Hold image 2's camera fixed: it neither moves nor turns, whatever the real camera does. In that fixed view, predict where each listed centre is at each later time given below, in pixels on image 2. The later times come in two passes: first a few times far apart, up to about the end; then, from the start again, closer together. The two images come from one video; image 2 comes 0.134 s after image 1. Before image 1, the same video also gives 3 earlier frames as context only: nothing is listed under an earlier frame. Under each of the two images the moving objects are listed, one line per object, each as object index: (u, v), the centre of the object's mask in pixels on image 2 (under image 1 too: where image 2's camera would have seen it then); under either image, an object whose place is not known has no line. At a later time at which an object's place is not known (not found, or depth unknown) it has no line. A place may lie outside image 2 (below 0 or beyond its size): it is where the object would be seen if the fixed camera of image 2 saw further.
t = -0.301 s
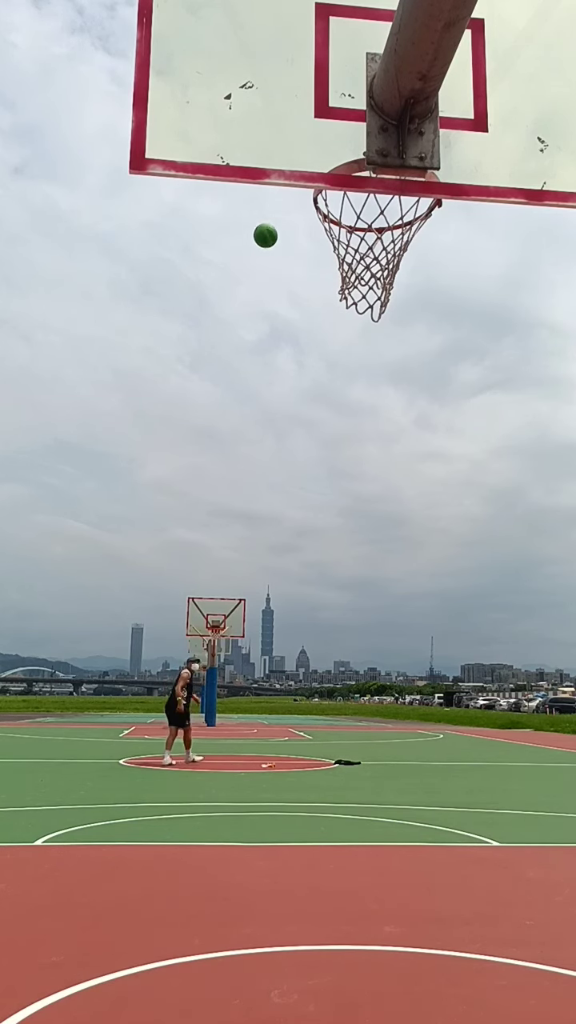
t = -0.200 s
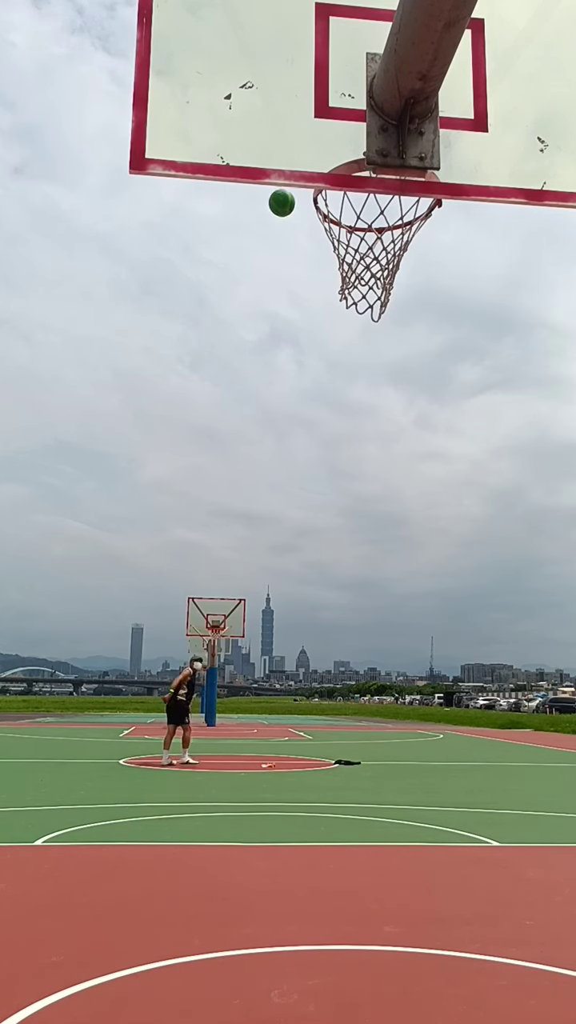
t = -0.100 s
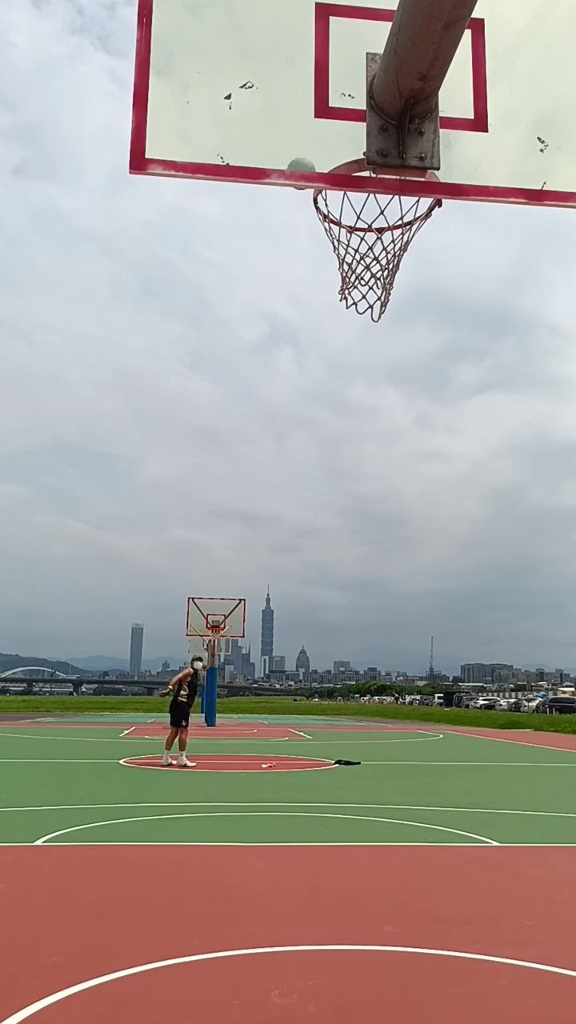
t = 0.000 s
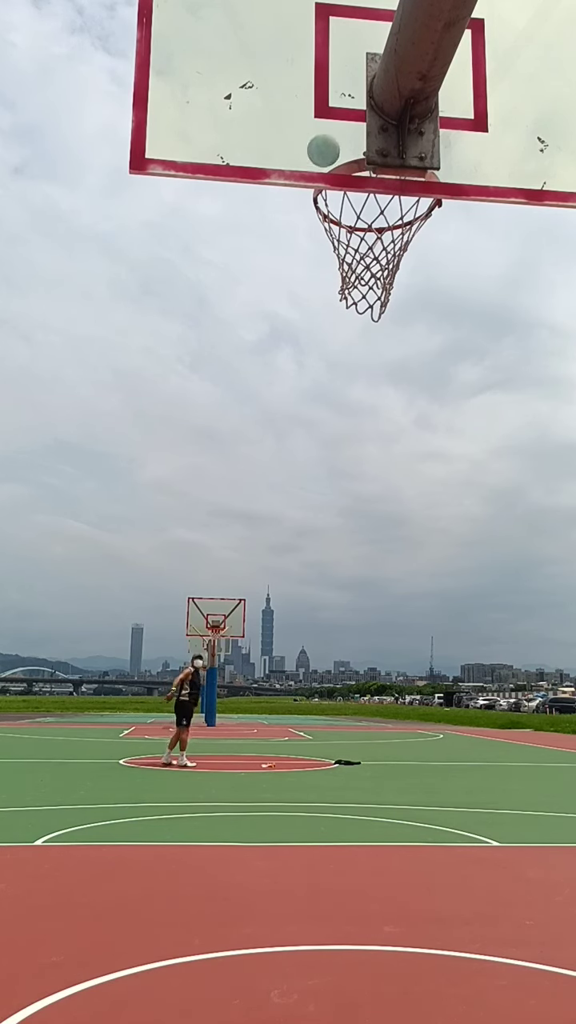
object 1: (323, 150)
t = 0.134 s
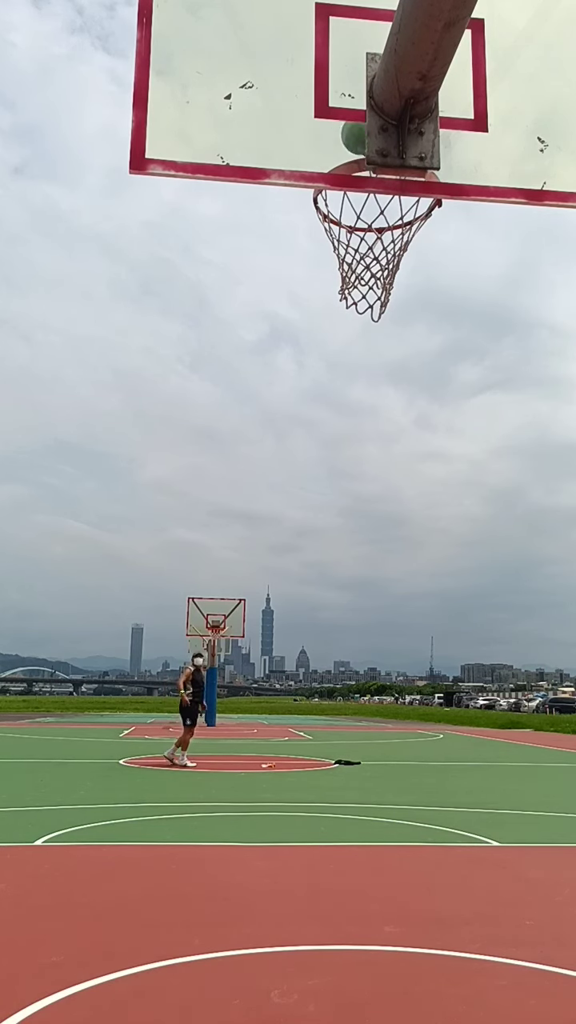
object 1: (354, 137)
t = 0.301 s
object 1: (449, 151)
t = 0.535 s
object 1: (475, 446)
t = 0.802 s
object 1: (419, 906)
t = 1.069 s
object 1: (374, 612)
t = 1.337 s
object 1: (347, 524)
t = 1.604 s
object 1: (326, 537)
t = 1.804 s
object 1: (314, 588)
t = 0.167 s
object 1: (359, 136)
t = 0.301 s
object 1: (449, 151)
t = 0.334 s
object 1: (460, 157)
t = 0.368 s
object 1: (479, 166)
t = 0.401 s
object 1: (508, 187)
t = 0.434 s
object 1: (507, 247)
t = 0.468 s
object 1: (495, 316)
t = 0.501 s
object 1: (485, 383)
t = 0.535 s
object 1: (475, 446)
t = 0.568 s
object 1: (466, 508)
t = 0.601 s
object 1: (457, 570)
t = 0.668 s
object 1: (443, 687)
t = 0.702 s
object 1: (436, 745)
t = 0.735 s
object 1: (430, 802)
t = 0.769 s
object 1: (425, 859)
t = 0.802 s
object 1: (419, 906)
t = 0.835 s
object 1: (412, 851)
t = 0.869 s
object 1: (405, 802)
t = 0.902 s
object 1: (399, 759)
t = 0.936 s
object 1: (394, 720)
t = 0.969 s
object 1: (388, 687)
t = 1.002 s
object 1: (383, 659)
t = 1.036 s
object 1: (379, 633)
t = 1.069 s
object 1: (374, 612)
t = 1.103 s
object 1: (370, 593)
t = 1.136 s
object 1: (366, 576)
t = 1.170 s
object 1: (363, 563)
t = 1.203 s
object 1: (359, 552)
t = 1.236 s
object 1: (356, 543)
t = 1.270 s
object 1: (353, 534)
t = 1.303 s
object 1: (350, 529)
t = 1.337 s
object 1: (347, 524)
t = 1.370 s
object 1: (344, 522)
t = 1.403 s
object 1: (341, 520)
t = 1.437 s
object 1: (338, 520)
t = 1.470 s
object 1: (336, 521)
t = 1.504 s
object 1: (333, 524)
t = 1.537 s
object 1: (331, 527)
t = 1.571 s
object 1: (328, 532)
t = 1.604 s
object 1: (326, 537)
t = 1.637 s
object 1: (324, 544)
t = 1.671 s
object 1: (322, 551)
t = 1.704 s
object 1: (320, 559)
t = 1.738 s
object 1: (318, 568)
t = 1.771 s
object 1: (316, 577)
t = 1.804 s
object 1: (314, 588)
